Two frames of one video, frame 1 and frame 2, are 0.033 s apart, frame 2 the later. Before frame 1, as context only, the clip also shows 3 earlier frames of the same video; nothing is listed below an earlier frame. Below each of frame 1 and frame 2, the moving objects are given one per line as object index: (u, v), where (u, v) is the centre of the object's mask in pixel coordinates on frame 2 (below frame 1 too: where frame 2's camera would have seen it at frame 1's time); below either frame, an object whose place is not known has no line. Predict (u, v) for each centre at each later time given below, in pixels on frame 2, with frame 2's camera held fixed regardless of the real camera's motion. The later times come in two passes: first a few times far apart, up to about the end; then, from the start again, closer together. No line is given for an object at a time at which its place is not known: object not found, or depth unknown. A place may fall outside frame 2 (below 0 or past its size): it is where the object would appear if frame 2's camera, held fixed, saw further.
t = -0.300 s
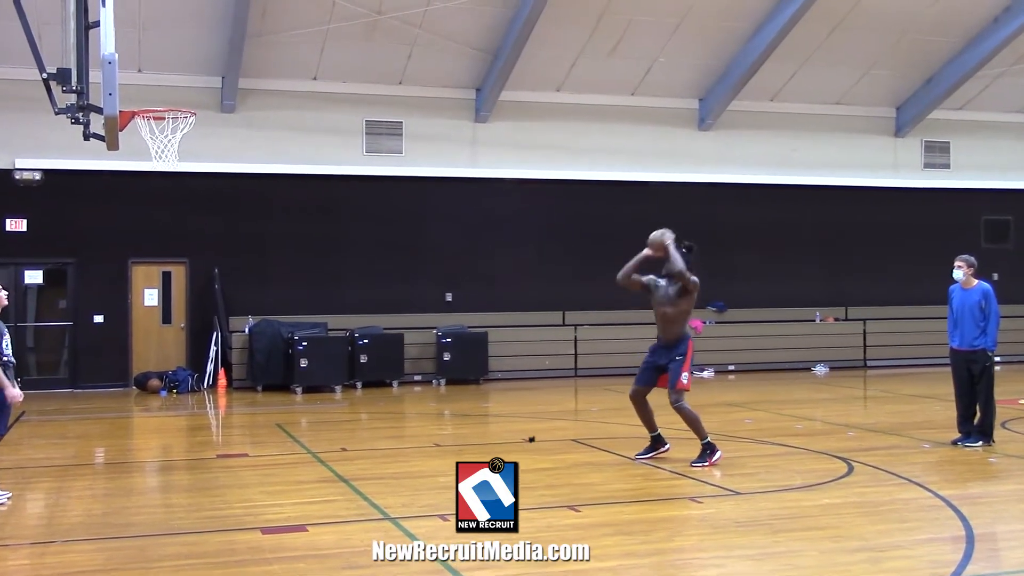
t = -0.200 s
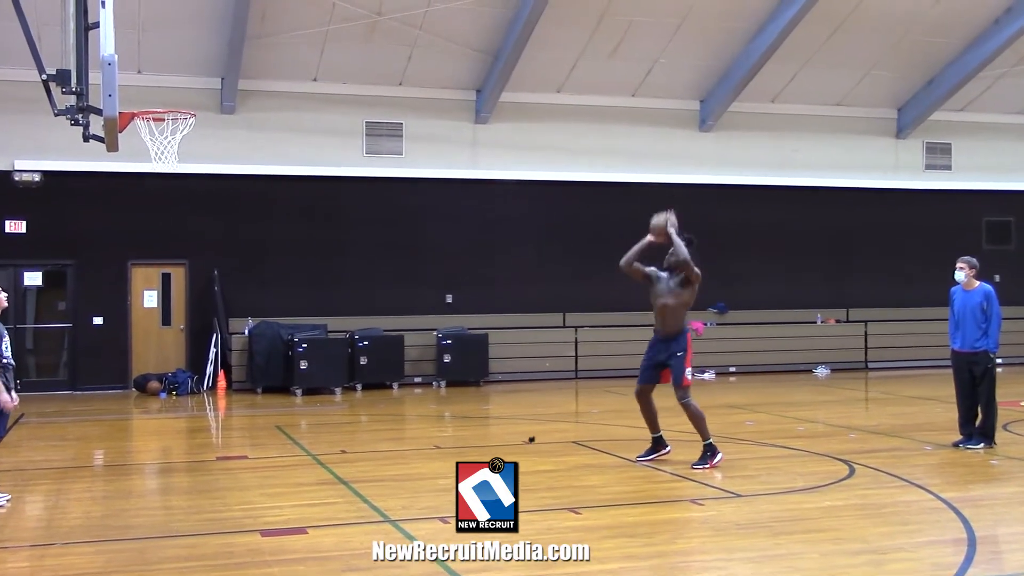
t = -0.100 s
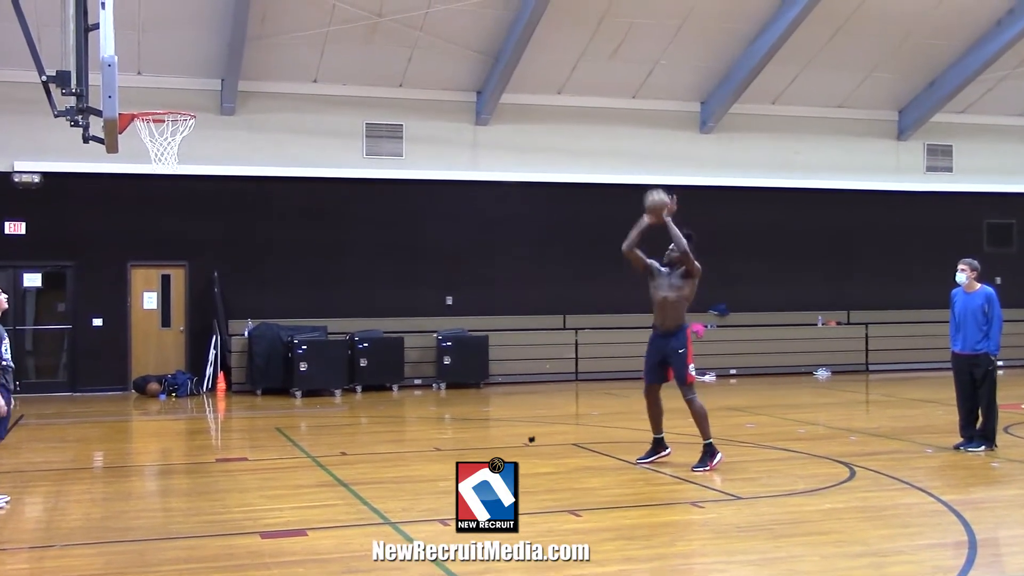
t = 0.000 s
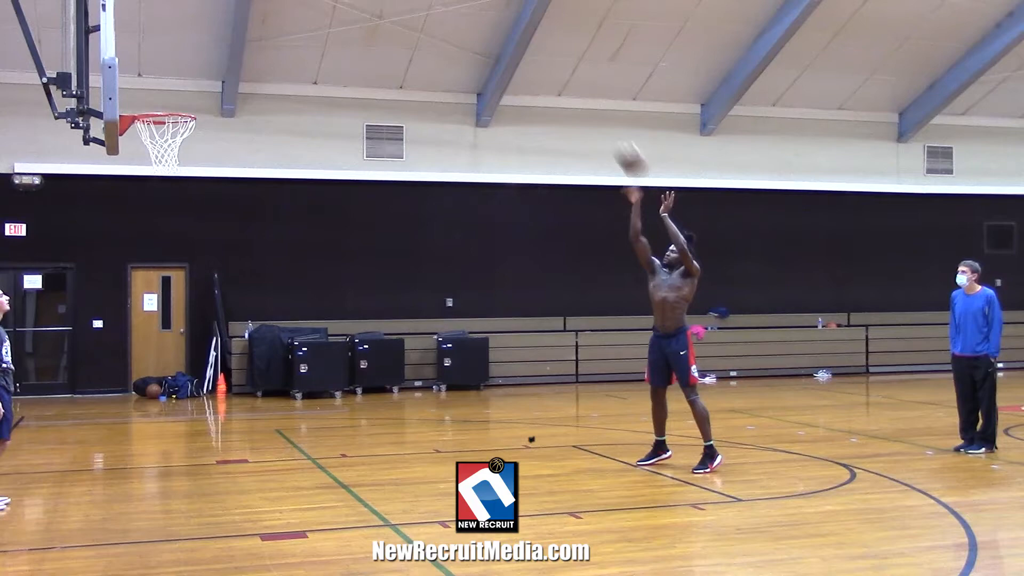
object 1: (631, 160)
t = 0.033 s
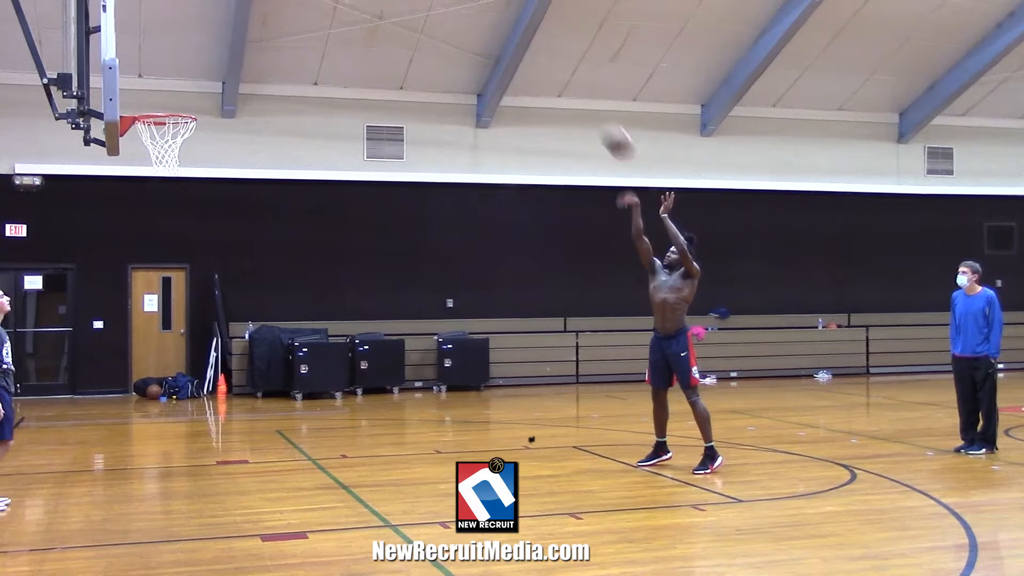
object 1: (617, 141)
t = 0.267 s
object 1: (518, 41)
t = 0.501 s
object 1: (415, 1)
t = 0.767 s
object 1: (291, 23)
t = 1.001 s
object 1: (180, 106)
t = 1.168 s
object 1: (131, 153)
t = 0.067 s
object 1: (604, 124)
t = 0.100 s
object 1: (589, 107)
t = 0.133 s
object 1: (574, 90)
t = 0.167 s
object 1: (560, 76)
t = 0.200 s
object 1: (546, 64)
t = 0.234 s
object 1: (532, 52)
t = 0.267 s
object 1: (518, 41)
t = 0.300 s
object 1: (503, 32)
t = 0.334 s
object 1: (489, 24)
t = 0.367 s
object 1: (474, 17)
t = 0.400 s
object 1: (458, 10)
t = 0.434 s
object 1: (444, 5)
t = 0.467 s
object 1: (430, 3)
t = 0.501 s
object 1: (415, 1)
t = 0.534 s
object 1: (400, 0)
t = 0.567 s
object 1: (384, 0)
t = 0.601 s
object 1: (369, 0)
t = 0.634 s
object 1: (354, 1)
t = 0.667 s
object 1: (338, 6)
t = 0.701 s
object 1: (322, 10)
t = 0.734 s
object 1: (306, 17)
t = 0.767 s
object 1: (291, 23)
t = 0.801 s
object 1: (275, 32)
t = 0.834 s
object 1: (259, 42)
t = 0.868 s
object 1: (243, 54)
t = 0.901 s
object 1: (227, 65)
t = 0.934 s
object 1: (211, 80)
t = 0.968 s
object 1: (194, 97)
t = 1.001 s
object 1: (180, 106)
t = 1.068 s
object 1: (141, 147)
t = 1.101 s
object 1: (137, 148)
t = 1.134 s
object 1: (134, 150)
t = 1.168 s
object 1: (131, 153)
